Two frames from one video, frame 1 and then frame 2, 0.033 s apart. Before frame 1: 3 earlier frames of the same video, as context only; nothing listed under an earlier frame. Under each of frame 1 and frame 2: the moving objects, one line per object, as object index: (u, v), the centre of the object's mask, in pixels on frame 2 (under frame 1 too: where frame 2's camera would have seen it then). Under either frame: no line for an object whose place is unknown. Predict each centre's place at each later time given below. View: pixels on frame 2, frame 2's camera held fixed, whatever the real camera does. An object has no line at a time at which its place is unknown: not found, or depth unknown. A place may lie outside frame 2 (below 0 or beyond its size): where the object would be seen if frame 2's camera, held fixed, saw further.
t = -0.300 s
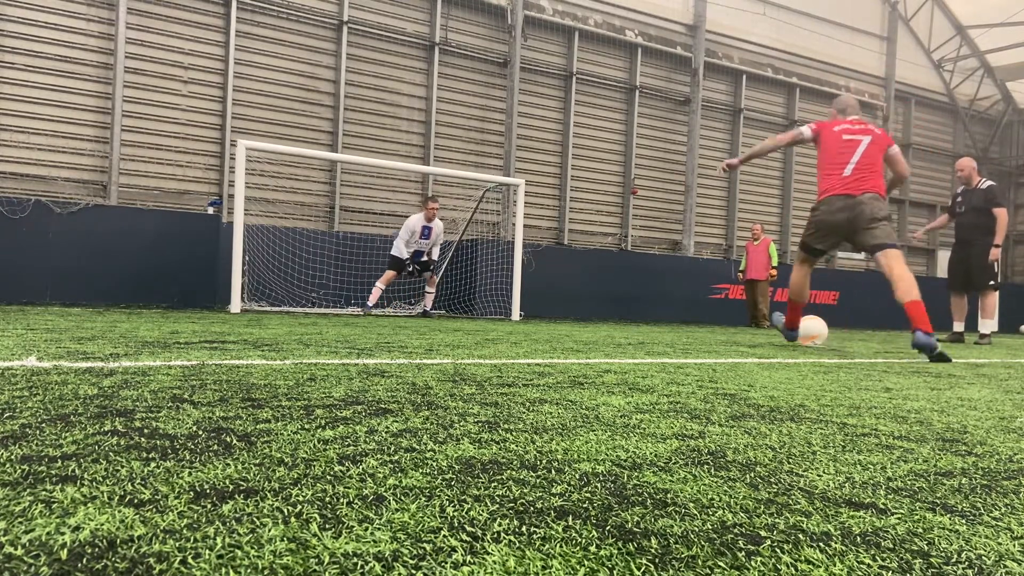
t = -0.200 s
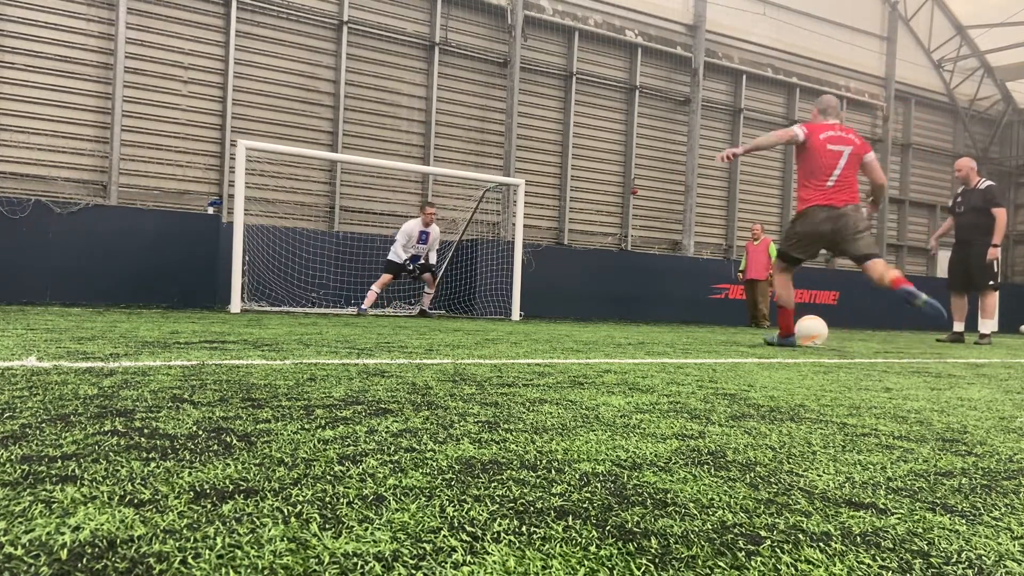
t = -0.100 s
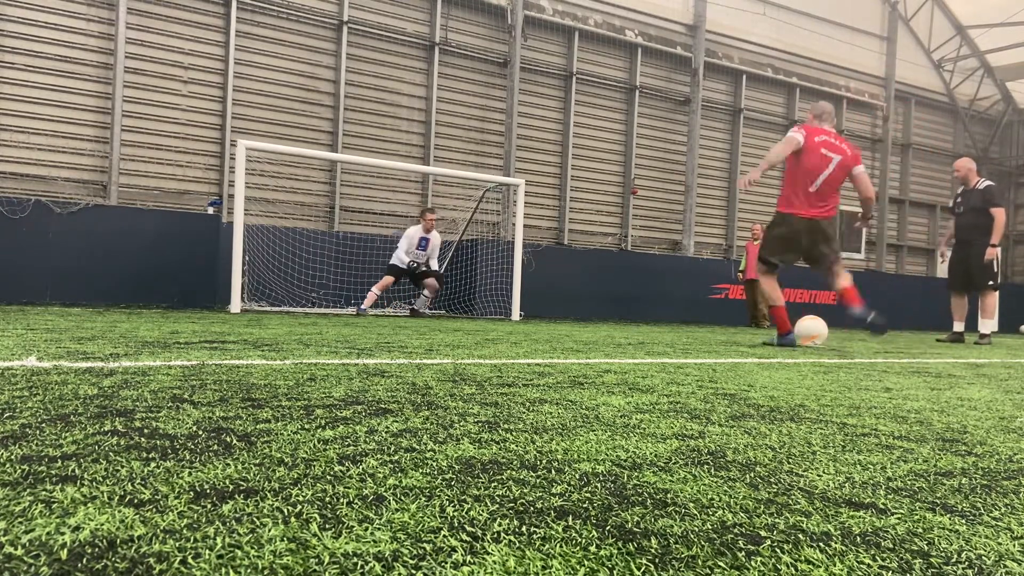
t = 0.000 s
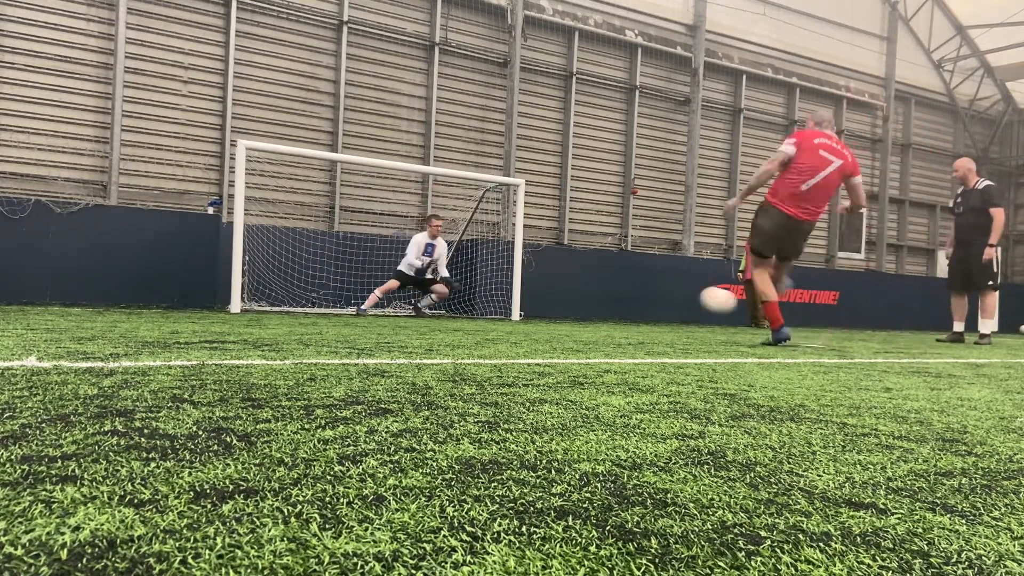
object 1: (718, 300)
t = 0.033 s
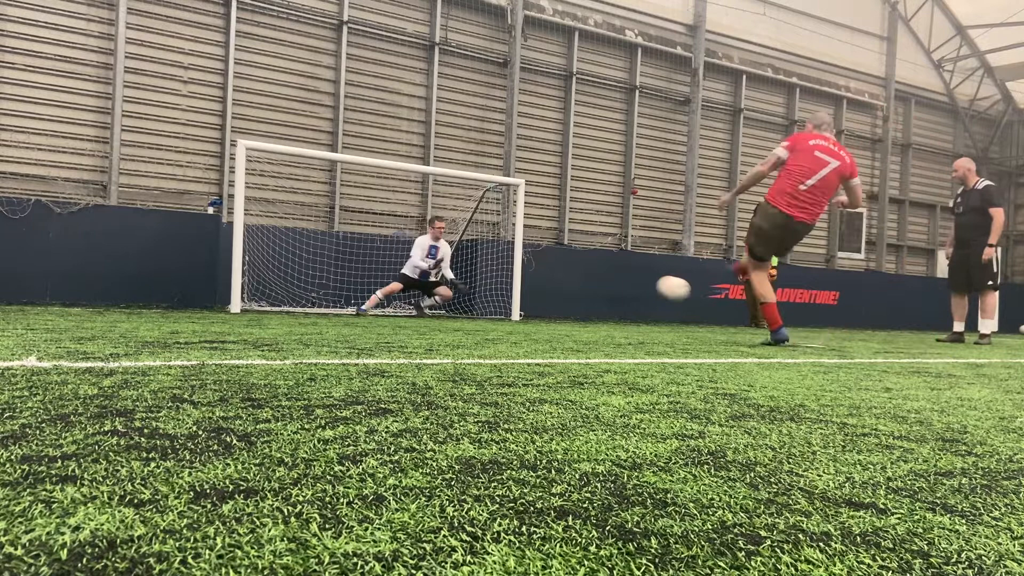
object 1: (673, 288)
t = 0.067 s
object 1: (634, 278)
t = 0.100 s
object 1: (600, 272)
